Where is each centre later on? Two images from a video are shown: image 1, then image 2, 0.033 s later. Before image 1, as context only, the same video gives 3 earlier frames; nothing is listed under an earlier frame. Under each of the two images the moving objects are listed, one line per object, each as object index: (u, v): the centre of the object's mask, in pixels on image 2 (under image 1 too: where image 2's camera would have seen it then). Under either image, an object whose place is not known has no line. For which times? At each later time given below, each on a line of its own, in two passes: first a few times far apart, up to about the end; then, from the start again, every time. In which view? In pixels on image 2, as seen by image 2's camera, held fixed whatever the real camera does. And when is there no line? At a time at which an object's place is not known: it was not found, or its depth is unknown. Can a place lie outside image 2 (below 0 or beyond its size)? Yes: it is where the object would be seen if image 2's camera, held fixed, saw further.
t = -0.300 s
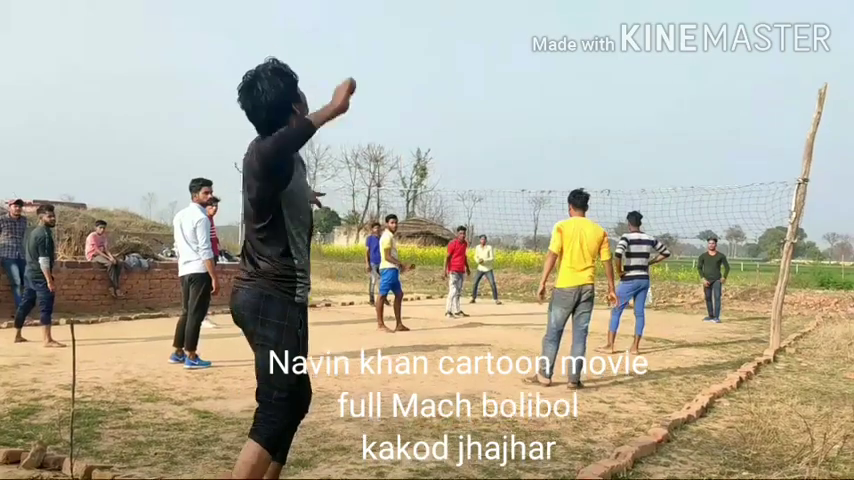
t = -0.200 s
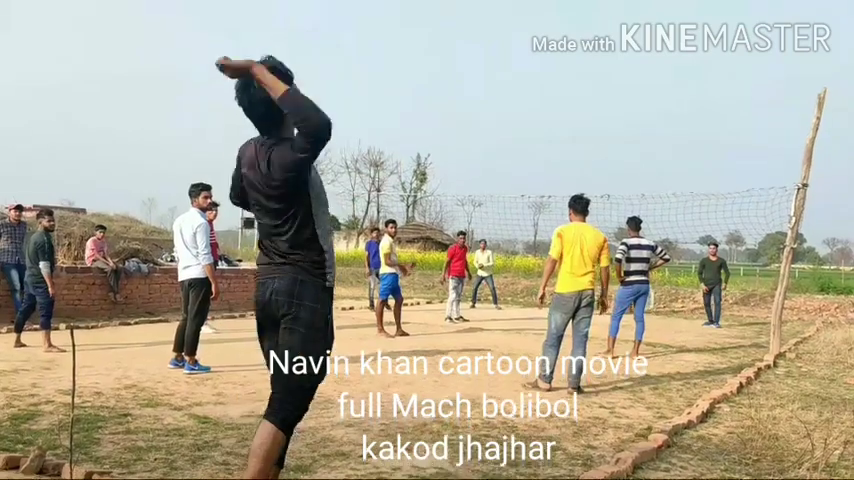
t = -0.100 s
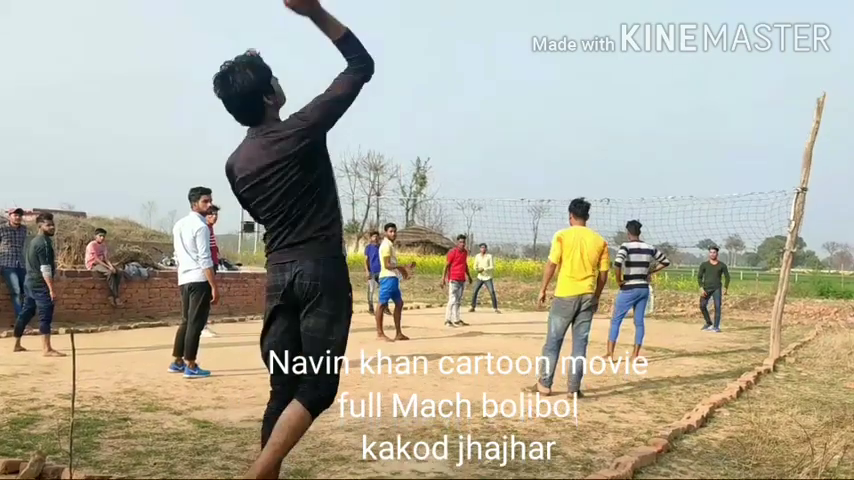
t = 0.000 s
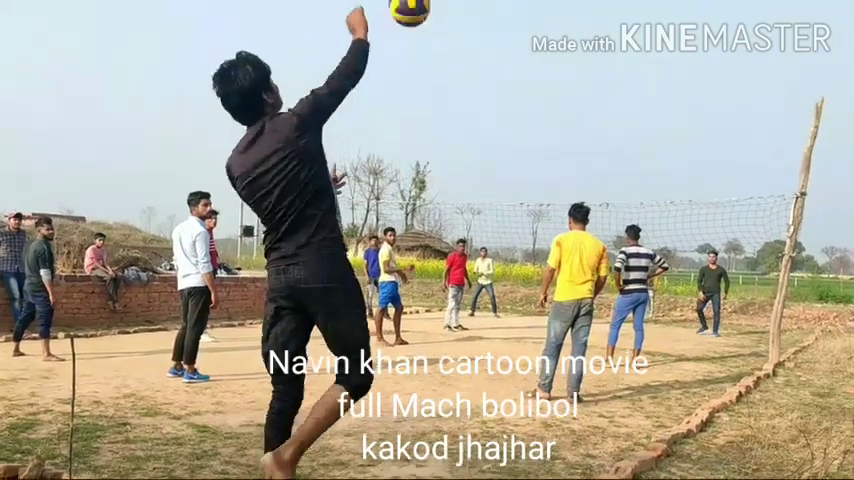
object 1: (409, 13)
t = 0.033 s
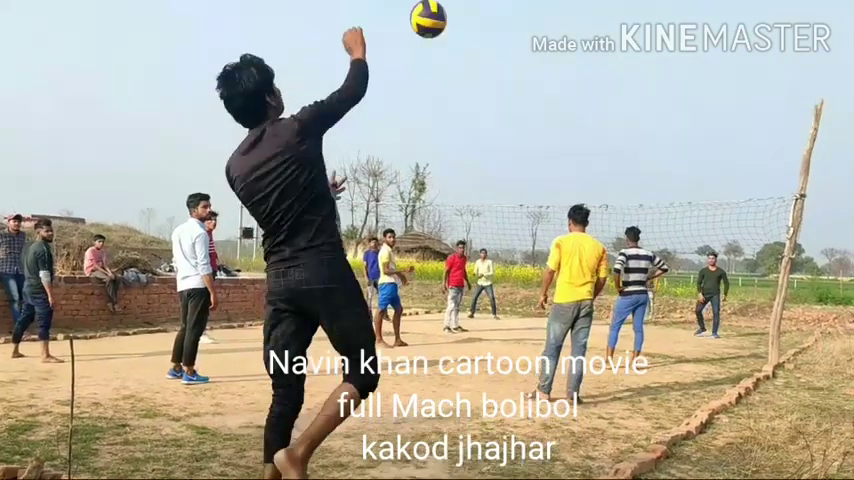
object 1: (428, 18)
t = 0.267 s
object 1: (484, 92)
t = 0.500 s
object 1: (494, 162)
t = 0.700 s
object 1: (494, 221)
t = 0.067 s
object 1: (442, 30)
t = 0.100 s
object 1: (454, 41)
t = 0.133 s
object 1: (463, 52)
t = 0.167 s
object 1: (470, 62)
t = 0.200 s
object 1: (476, 72)
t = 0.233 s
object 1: (481, 82)
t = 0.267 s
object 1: (484, 92)
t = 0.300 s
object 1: (487, 103)
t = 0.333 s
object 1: (490, 112)
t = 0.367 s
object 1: (492, 122)
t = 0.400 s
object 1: (493, 131)
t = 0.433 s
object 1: (494, 142)
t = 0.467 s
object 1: (494, 152)
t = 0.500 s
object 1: (494, 162)
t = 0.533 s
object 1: (495, 172)
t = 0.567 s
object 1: (495, 182)
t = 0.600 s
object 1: (495, 191)
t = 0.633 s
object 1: (495, 202)
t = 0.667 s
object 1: (494, 212)
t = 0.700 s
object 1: (494, 221)
